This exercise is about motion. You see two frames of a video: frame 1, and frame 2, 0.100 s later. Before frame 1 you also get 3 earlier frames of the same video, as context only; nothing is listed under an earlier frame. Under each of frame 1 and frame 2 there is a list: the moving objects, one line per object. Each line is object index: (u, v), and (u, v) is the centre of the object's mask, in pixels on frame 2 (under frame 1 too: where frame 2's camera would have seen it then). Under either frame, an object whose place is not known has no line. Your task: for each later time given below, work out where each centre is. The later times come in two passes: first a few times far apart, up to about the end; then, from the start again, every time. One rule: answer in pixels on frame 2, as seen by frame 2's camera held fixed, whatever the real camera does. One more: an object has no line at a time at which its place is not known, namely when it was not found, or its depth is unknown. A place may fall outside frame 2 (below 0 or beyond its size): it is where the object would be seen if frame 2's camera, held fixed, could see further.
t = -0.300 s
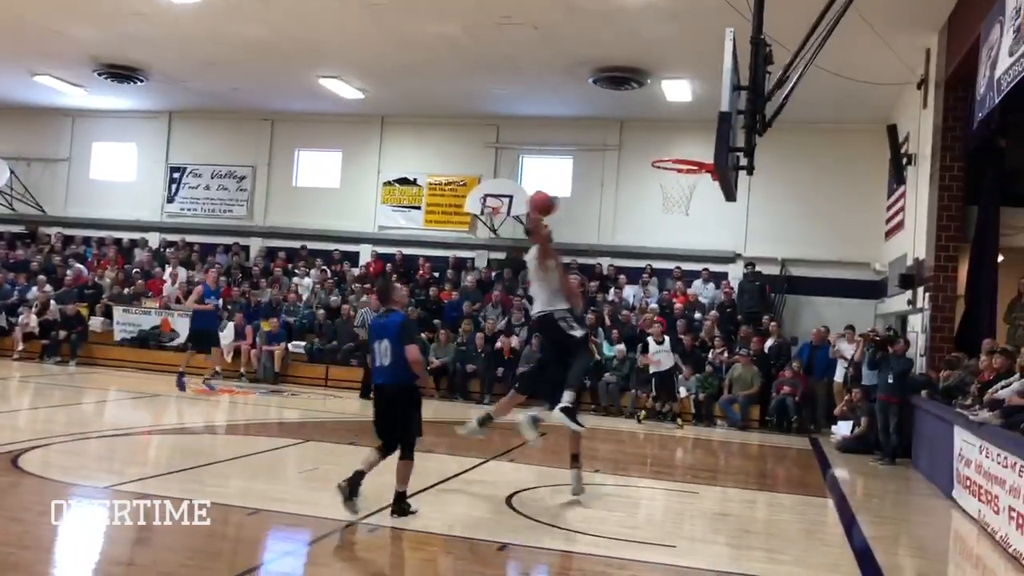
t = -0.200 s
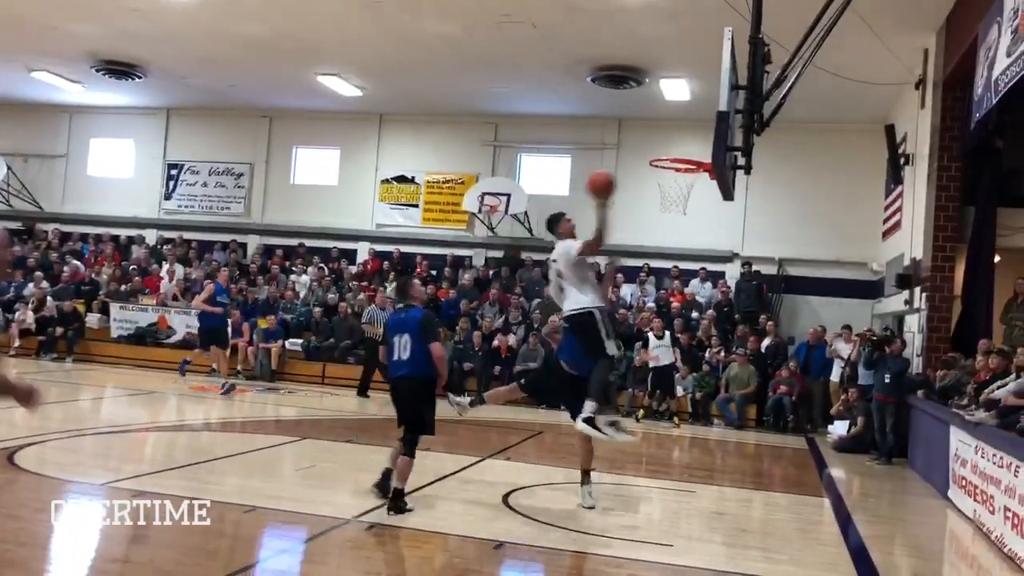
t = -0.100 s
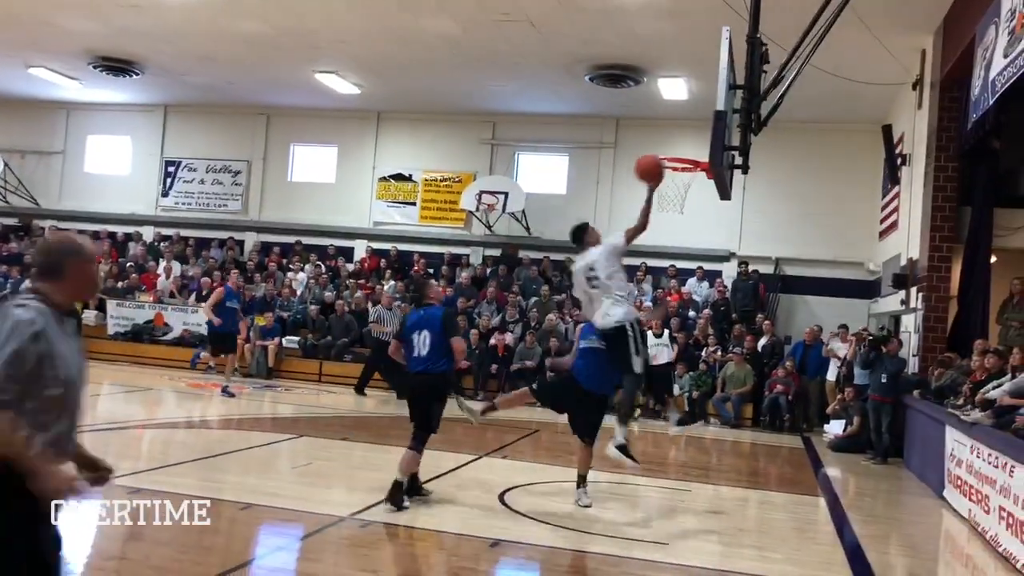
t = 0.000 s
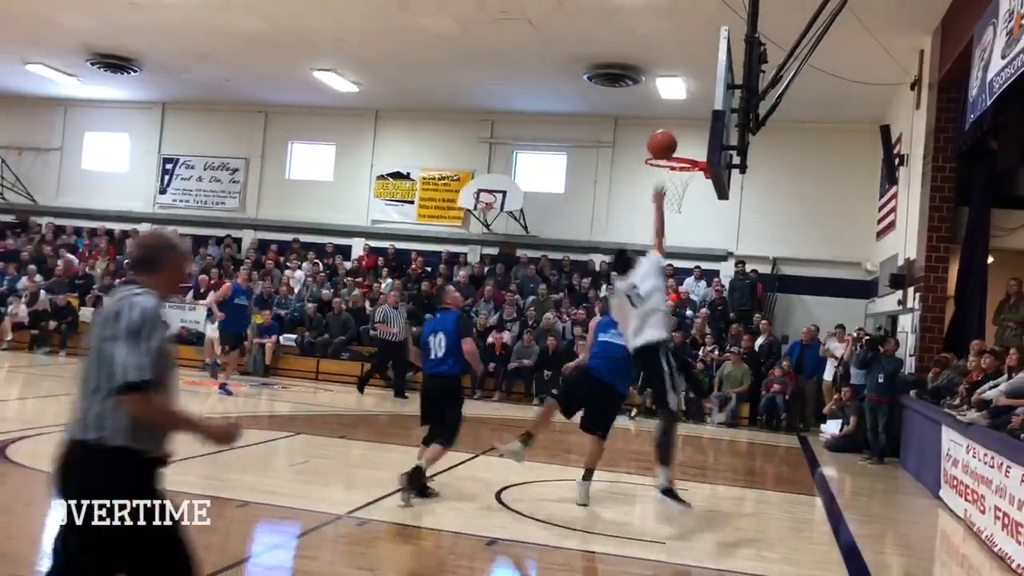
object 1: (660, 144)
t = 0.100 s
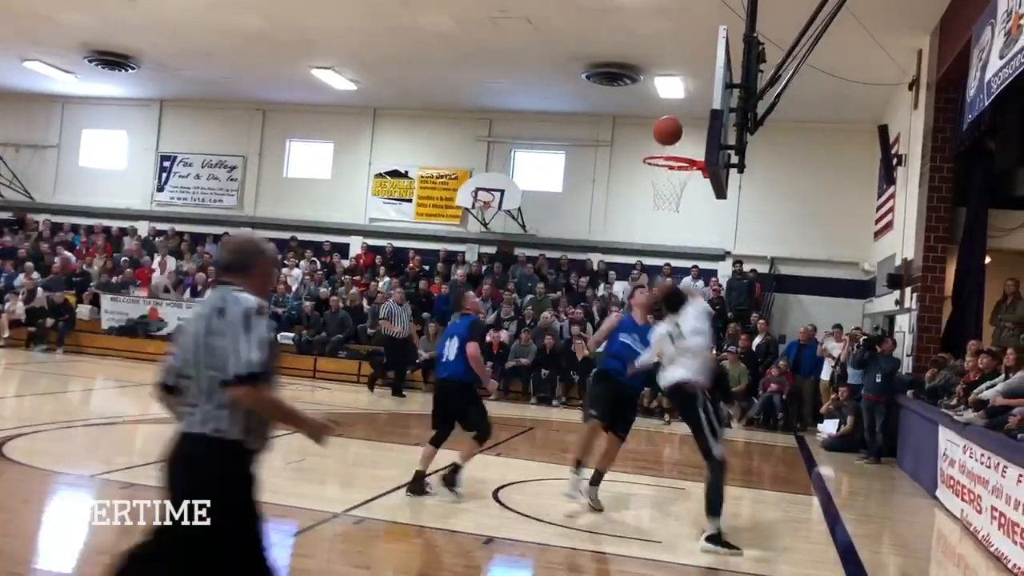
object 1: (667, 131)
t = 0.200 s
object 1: (674, 130)
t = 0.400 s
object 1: (684, 161)
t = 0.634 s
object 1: (690, 252)
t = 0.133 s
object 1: (670, 129)
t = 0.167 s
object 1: (672, 129)
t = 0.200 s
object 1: (674, 130)
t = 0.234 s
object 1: (676, 132)
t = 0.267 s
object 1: (678, 135)
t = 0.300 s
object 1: (680, 140)
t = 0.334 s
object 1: (681, 145)
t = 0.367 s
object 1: (683, 153)
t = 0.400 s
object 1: (684, 161)
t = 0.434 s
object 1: (685, 171)
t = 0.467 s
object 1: (686, 182)
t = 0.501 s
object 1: (687, 193)
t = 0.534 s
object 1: (688, 206)
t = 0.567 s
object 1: (689, 220)
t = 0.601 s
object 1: (689, 236)
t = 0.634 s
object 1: (690, 252)
